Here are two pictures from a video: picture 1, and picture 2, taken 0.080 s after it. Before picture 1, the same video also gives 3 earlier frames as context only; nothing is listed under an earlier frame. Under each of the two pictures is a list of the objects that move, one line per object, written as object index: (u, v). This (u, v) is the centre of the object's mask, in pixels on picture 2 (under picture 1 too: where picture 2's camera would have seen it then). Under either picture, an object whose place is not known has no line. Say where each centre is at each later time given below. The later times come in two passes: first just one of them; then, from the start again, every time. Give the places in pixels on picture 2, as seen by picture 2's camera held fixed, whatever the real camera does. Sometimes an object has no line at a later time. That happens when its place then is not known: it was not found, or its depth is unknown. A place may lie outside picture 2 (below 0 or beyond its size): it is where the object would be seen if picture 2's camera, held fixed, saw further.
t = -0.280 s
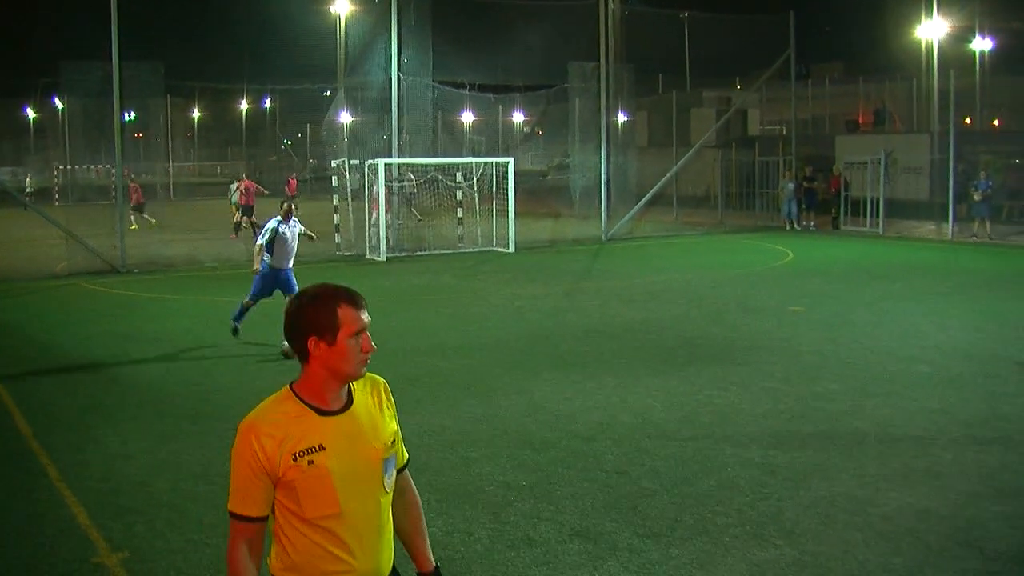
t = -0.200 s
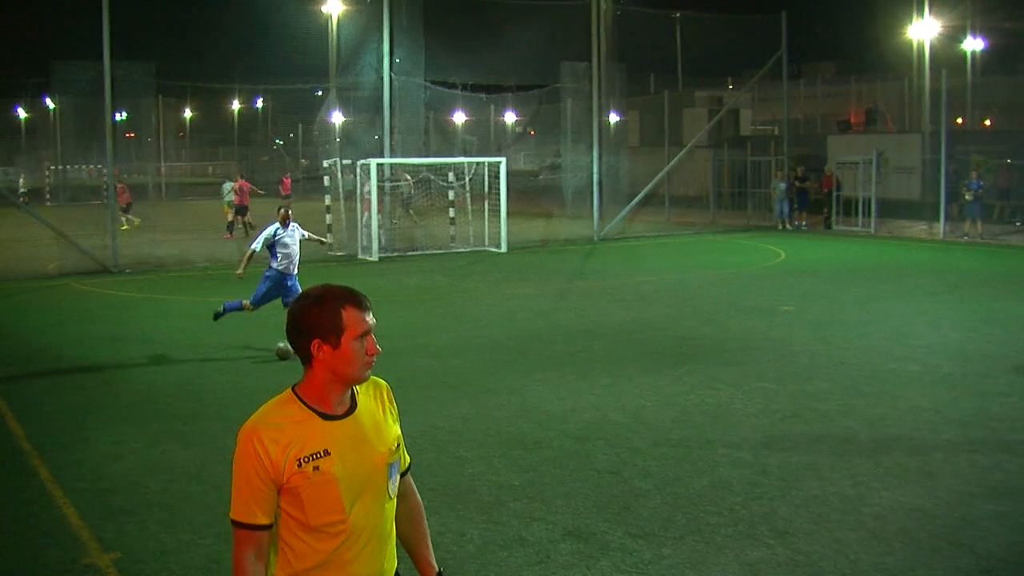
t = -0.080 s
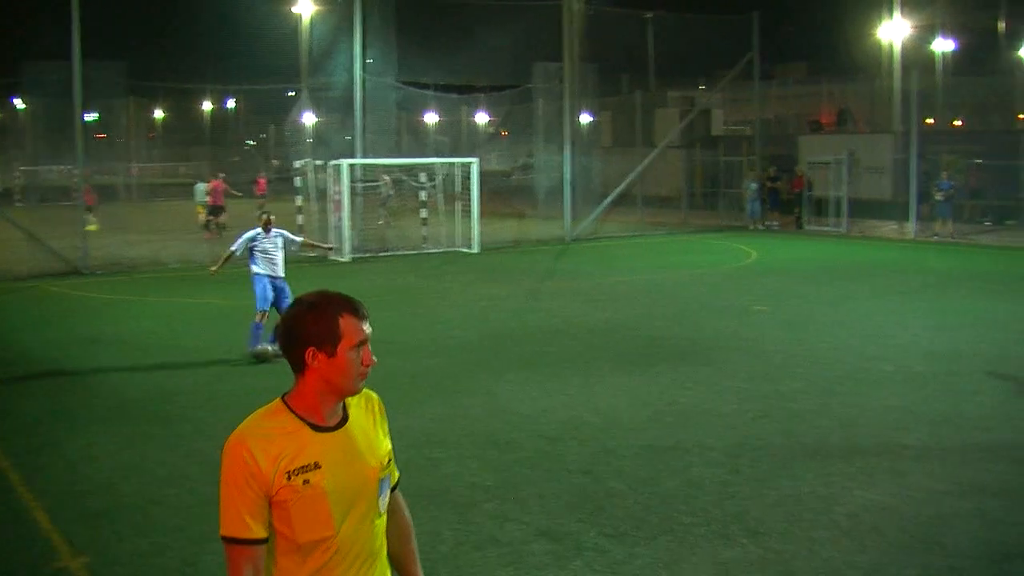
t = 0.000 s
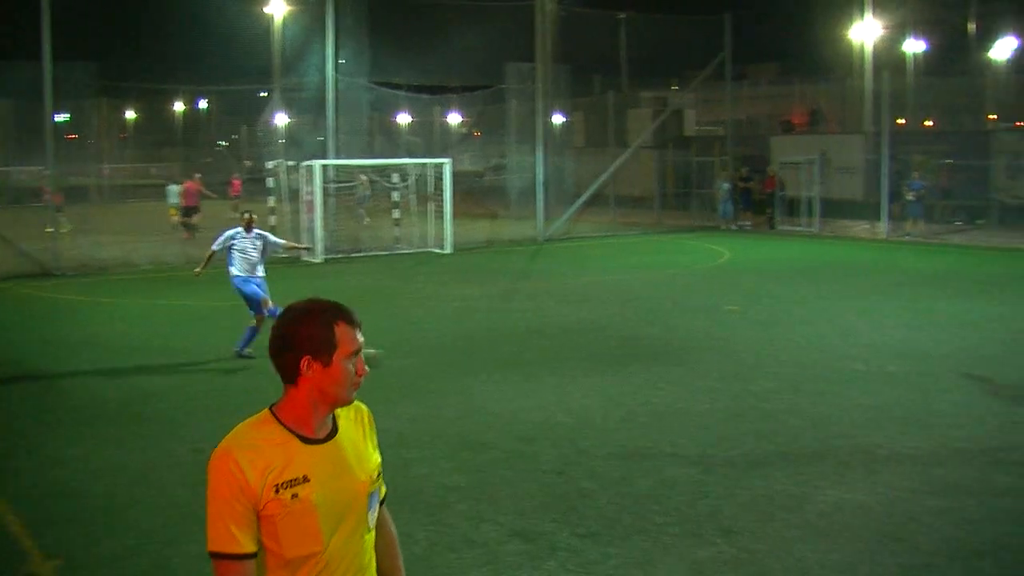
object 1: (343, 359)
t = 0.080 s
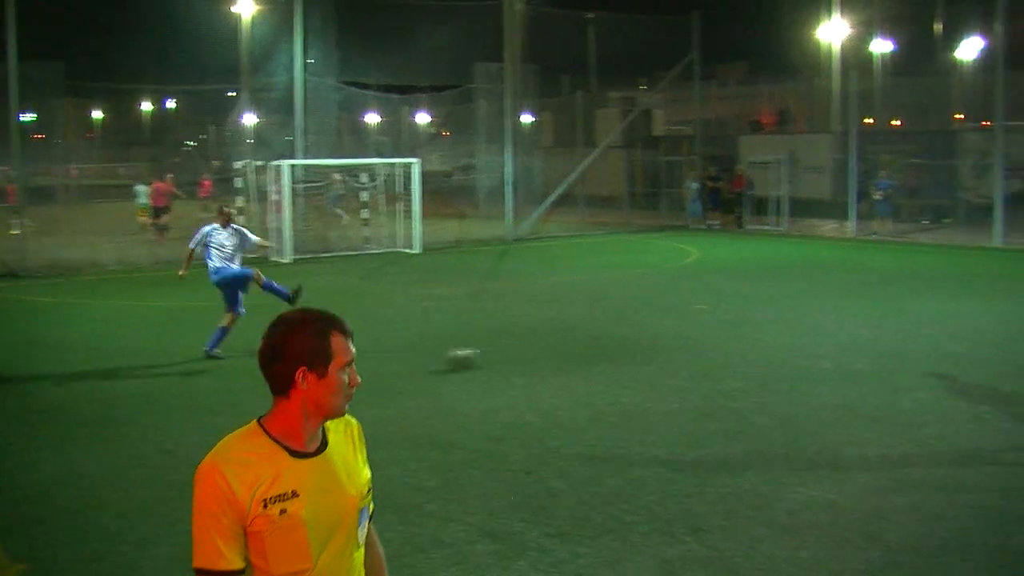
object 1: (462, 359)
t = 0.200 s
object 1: (645, 357)
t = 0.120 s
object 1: (524, 358)
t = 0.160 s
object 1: (584, 358)
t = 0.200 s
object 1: (645, 357)
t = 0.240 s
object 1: (702, 358)
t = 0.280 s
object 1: (758, 359)
